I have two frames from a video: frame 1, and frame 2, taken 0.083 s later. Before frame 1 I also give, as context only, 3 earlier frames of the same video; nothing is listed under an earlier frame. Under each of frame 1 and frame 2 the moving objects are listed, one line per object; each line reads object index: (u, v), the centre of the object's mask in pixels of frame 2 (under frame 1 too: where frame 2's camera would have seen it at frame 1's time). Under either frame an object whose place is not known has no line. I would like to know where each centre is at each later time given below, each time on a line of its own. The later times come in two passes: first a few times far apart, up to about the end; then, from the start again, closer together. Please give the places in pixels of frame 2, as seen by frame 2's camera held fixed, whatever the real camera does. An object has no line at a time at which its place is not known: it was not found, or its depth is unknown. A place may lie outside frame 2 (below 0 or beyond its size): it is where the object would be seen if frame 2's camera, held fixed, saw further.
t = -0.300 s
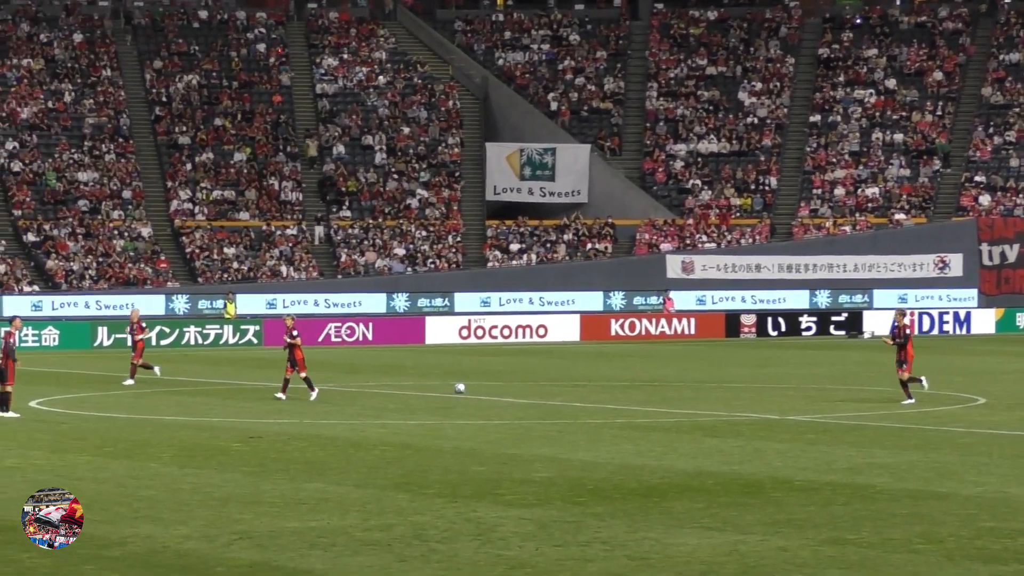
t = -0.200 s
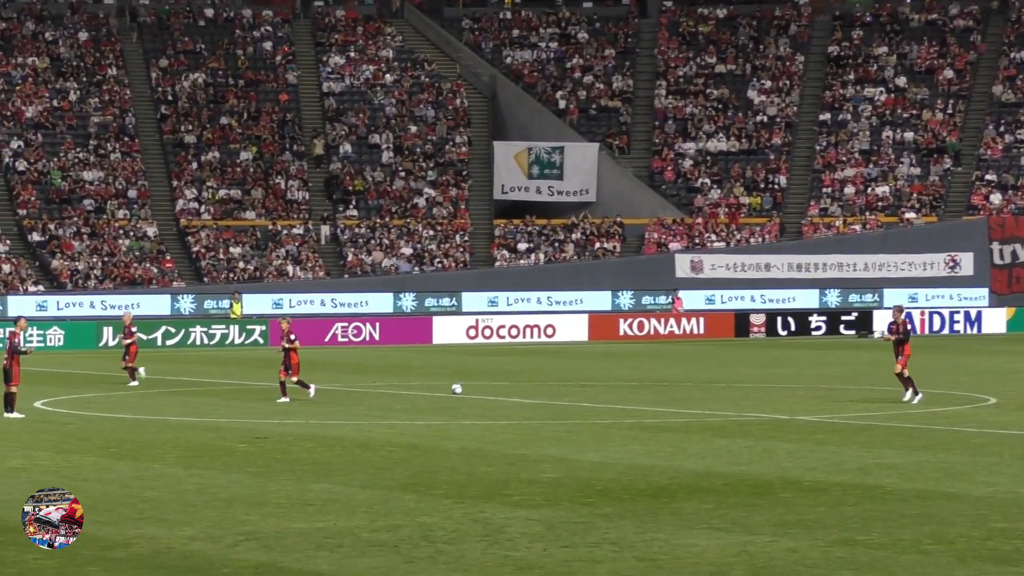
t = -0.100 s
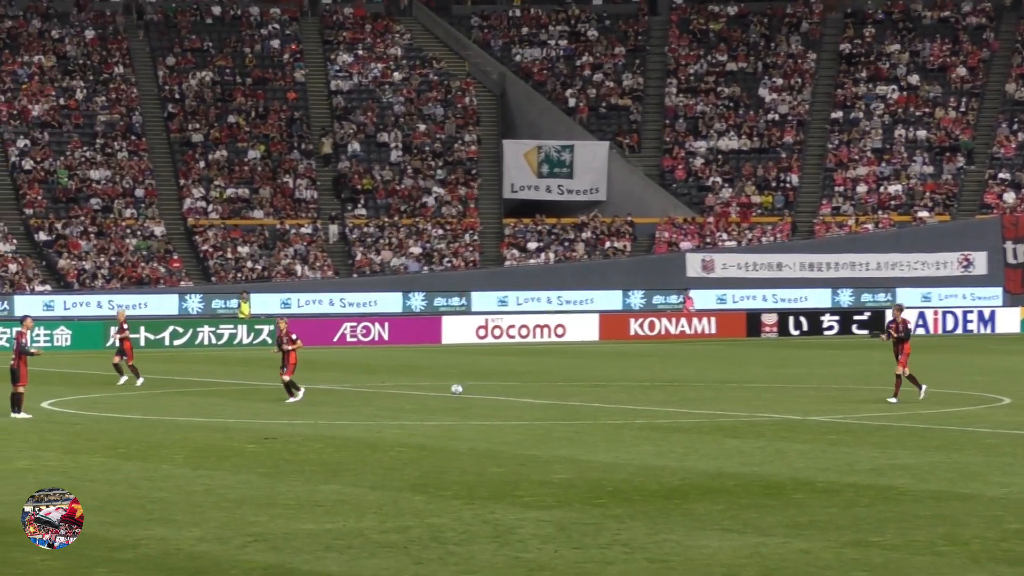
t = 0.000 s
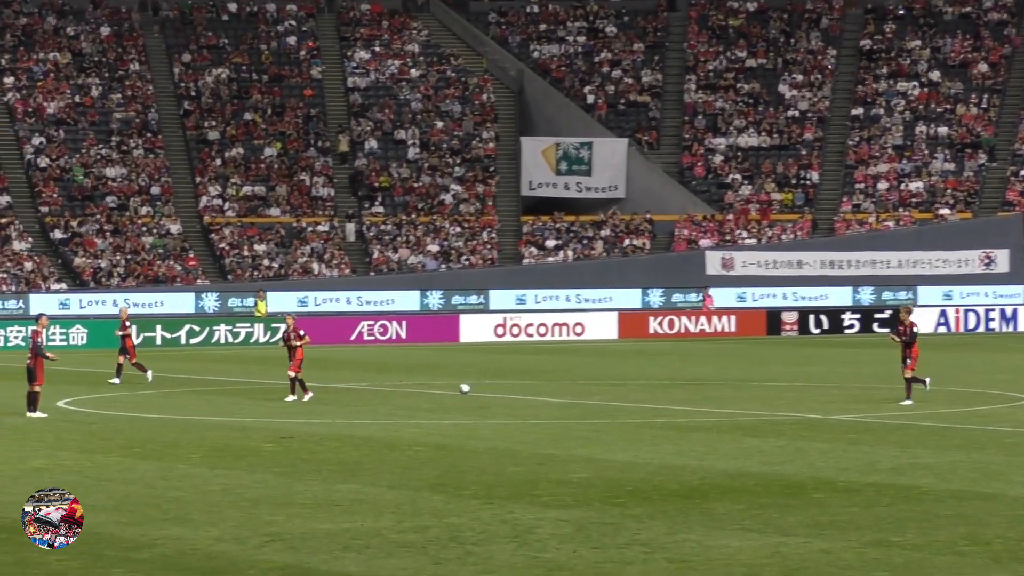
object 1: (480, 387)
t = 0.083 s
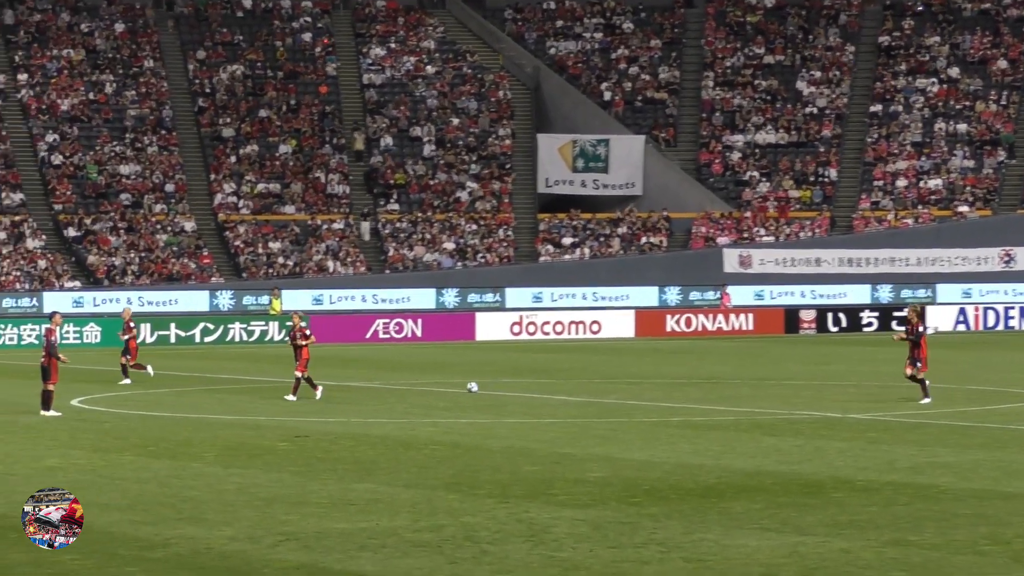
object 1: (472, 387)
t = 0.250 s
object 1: (457, 388)
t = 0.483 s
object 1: (437, 389)
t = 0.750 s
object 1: (416, 390)
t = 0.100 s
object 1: (471, 387)
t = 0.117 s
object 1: (469, 387)
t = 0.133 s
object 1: (468, 387)
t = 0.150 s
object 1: (466, 387)
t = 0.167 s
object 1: (465, 388)
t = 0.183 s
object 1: (463, 387)
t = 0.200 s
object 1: (461, 387)
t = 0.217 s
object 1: (460, 387)
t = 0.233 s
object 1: (459, 388)
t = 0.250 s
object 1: (457, 388)
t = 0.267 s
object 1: (456, 388)
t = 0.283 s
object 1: (454, 388)
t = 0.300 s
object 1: (452, 388)
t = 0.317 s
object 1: (451, 388)
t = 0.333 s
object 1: (450, 388)
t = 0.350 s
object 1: (448, 388)
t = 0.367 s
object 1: (446, 388)
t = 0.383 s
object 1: (445, 388)
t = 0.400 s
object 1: (444, 389)
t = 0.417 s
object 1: (443, 389)
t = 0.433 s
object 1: (441, 389)
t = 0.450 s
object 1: (440, 389)
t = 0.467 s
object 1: (438, 389)
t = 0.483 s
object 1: (437, 389)
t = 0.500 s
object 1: (436, 389)
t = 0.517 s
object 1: (434, 389)
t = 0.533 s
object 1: (433, 389)
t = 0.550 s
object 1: (431, 389)
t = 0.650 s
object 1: (424, 389)
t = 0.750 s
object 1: (416, 390)
